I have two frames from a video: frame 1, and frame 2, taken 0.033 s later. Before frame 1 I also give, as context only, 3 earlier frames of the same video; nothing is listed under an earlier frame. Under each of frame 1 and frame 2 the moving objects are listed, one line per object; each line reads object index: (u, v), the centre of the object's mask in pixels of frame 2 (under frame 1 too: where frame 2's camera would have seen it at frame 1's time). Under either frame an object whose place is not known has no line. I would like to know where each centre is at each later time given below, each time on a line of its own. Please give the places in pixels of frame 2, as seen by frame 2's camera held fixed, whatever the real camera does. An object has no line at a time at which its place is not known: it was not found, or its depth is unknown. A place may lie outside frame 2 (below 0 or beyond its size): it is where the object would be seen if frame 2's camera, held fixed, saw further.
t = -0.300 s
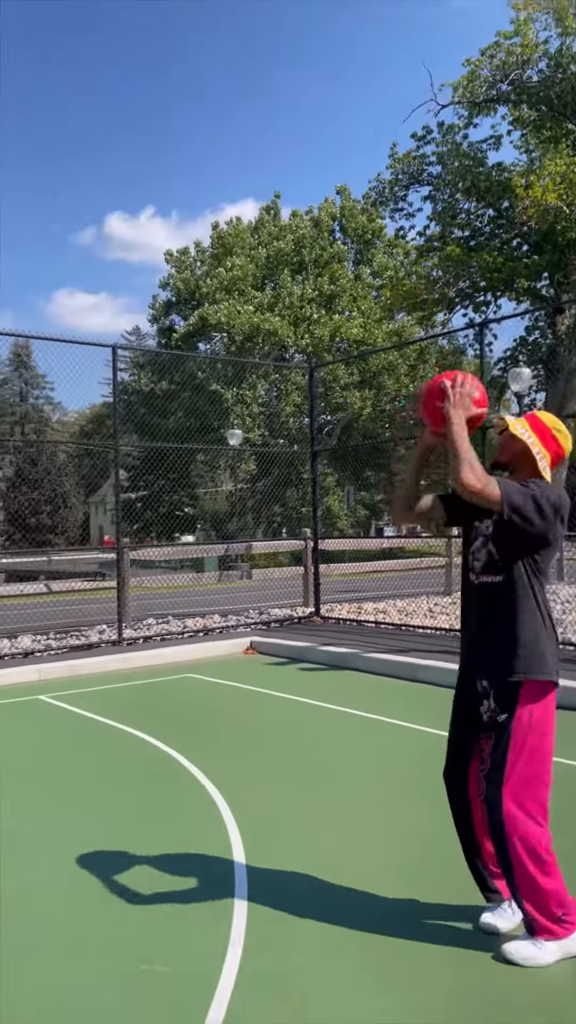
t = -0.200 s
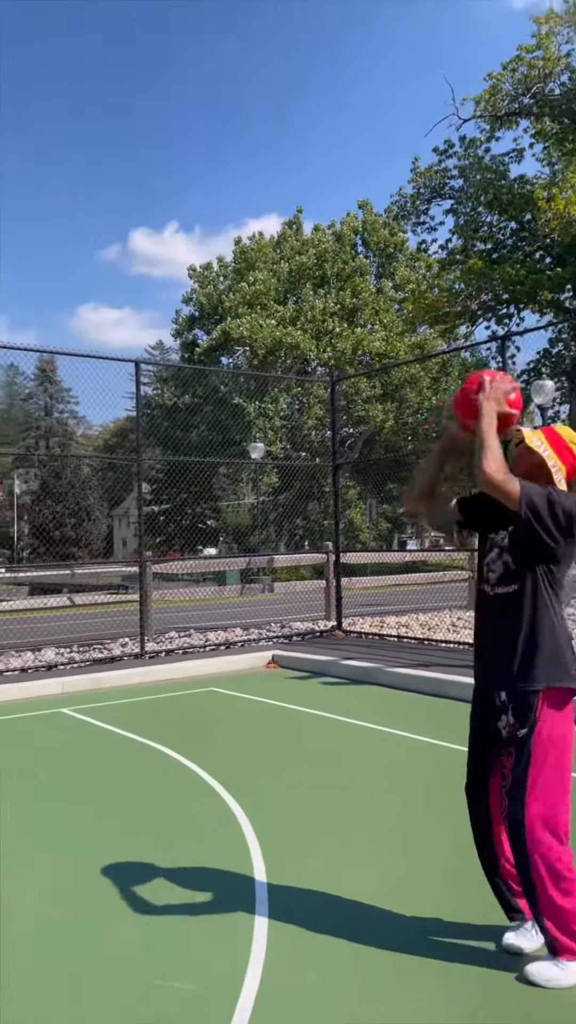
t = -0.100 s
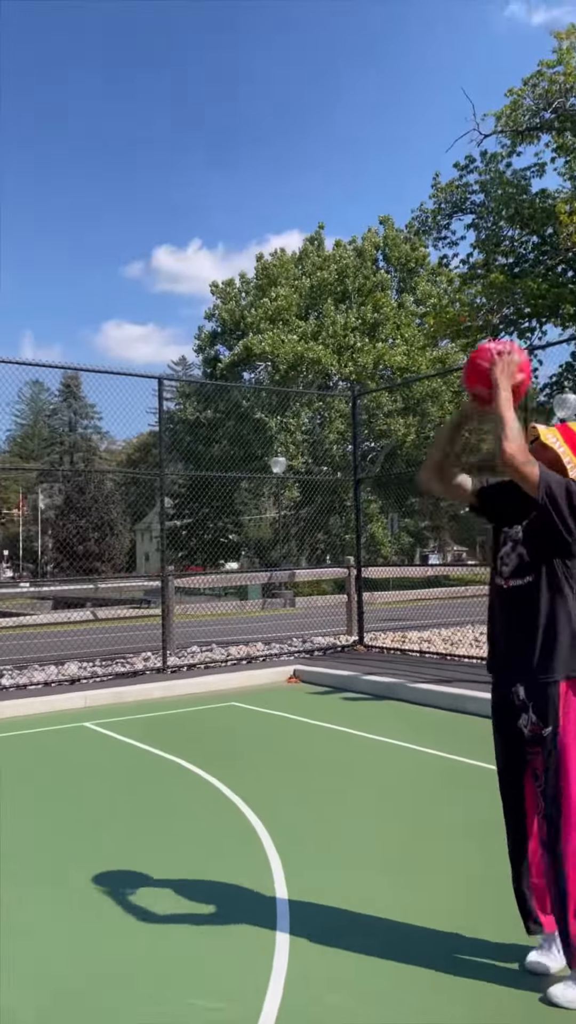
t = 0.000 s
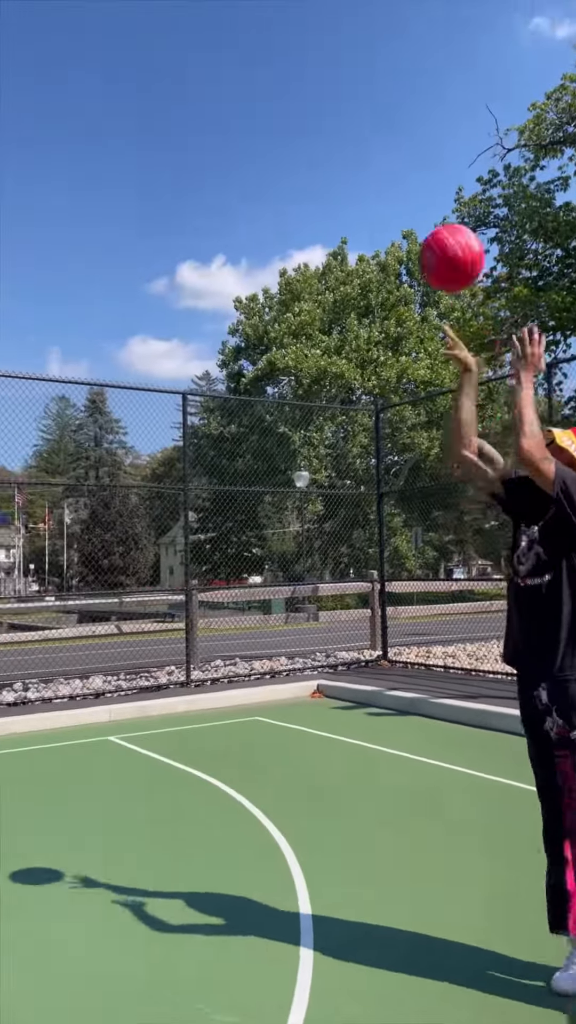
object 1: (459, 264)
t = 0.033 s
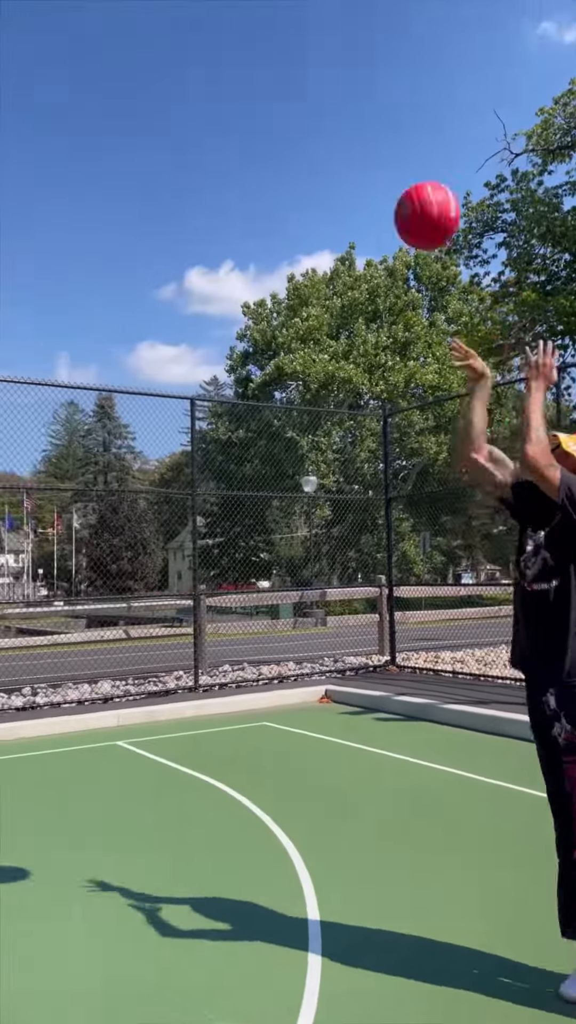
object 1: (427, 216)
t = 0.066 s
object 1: (396, 171)
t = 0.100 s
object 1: (365, 130)
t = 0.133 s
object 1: (335, 95)
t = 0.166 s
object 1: (306, 61)
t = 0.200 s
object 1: (277, 31)
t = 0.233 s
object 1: (249, 5)
